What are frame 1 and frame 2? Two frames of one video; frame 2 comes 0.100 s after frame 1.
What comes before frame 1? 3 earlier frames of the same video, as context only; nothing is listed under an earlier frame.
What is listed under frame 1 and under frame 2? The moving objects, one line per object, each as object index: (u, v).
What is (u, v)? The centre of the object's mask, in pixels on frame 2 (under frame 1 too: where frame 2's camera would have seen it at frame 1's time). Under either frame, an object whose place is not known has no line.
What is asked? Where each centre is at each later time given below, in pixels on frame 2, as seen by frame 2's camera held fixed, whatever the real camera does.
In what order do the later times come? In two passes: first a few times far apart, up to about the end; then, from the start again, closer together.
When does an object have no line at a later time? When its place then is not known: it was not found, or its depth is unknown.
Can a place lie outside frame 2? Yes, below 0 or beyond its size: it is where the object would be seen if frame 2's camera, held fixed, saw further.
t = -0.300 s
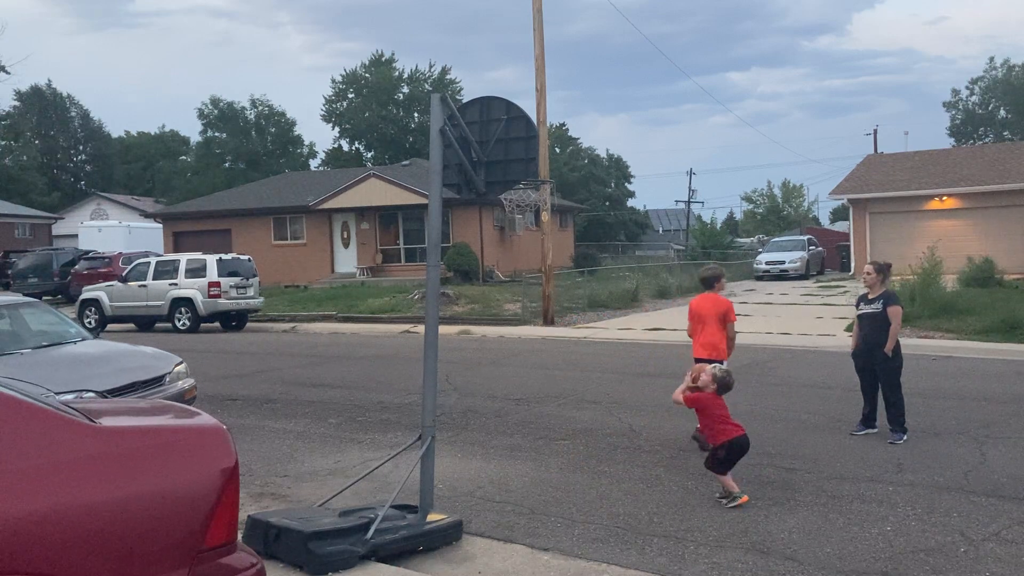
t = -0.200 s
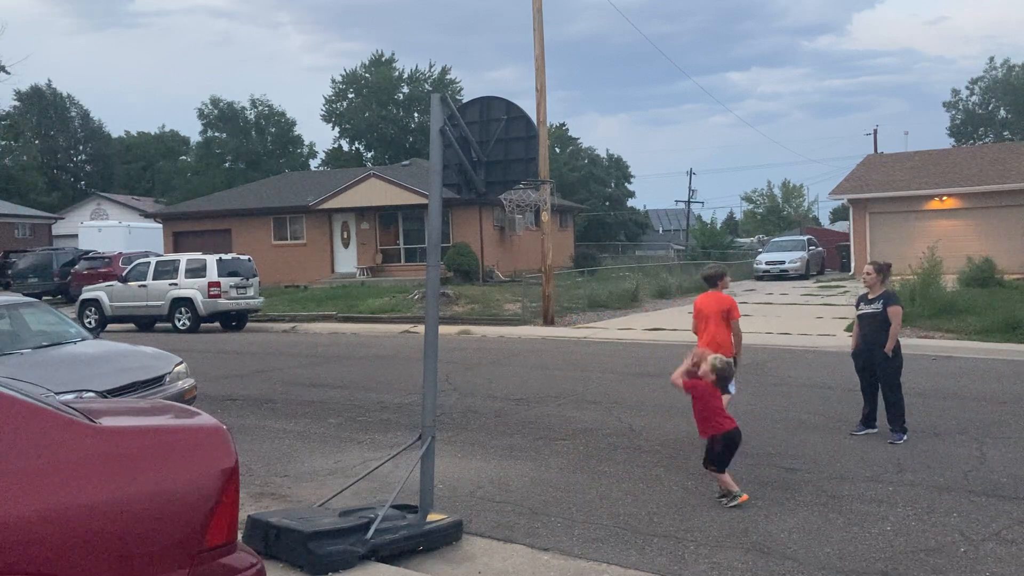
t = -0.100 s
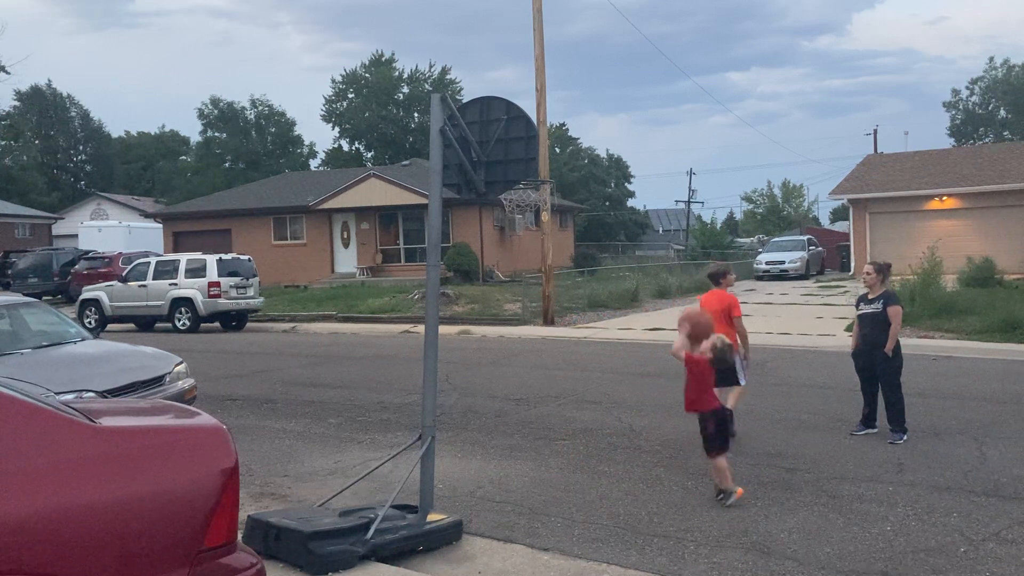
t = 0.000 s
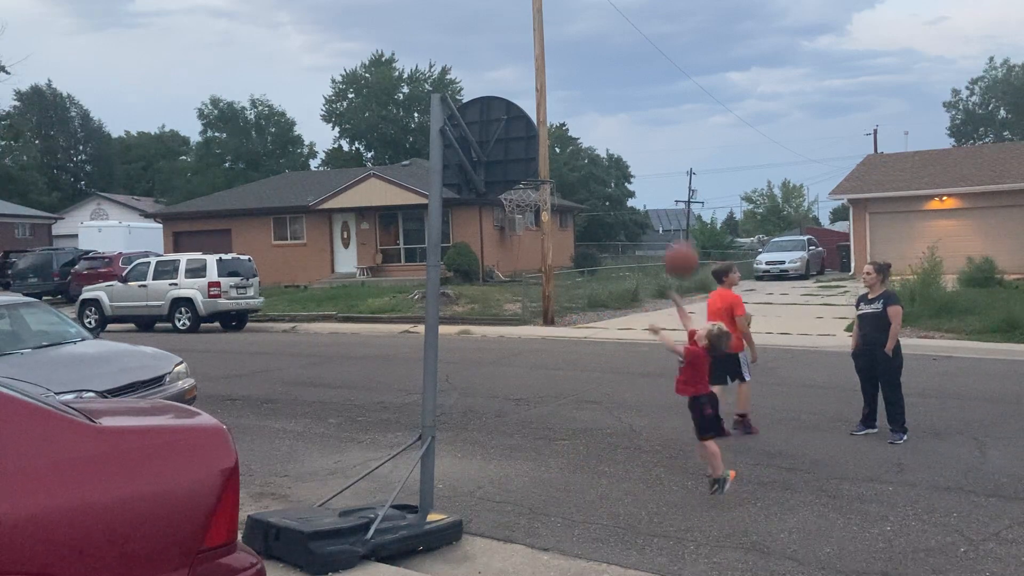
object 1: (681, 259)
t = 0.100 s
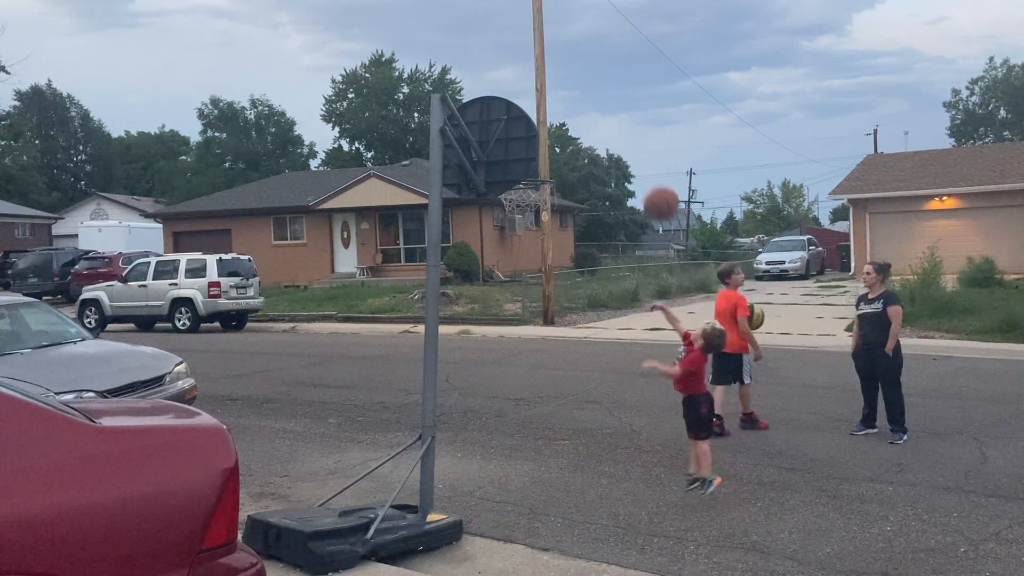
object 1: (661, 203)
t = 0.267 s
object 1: (631, 140)
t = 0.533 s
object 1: (584, 123)
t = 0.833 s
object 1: (565, 163)
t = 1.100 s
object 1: (587, 223)
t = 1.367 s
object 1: (611, 375)
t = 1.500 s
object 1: (620, 445)
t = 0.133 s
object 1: (655, 187)
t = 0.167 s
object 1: (649, 173)
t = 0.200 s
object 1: (643, 160)
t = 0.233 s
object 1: (637, 149)
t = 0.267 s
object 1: (631, 140)
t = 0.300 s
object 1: (625, 132)
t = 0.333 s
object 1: (619, 126)
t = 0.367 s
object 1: (613, 122)
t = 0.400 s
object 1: (607, 119)
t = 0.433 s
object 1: (601, 117)
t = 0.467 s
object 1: (596, 118)
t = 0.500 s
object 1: (590, 120)
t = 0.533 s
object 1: (584, 123)
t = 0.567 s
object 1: (578, 129)
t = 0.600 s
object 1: (573, 135)
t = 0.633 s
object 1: (567, 142)
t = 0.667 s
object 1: (563, 151)
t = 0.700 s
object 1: (558, 162)
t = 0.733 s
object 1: (558, 165)
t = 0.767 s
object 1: (560, 163)
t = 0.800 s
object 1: (563, 163)
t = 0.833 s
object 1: (565, 163)
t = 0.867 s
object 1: (567, 165)
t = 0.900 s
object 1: (570, 170)
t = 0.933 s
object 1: (572, 177)
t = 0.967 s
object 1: (575, 181)
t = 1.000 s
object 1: (578, 189)
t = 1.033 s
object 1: (581, 201)
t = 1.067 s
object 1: (584, 210)
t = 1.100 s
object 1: (587, 223)
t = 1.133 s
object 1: (589, 236)
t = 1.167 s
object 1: (592, 252)
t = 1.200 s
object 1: (596, 268)
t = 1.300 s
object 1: (604, 328)
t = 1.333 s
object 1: (608, 351)
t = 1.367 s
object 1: (611, 375)
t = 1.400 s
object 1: (613, 399)
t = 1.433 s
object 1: (616, 425)
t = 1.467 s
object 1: (620, 453)
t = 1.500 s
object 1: (620, 445)
